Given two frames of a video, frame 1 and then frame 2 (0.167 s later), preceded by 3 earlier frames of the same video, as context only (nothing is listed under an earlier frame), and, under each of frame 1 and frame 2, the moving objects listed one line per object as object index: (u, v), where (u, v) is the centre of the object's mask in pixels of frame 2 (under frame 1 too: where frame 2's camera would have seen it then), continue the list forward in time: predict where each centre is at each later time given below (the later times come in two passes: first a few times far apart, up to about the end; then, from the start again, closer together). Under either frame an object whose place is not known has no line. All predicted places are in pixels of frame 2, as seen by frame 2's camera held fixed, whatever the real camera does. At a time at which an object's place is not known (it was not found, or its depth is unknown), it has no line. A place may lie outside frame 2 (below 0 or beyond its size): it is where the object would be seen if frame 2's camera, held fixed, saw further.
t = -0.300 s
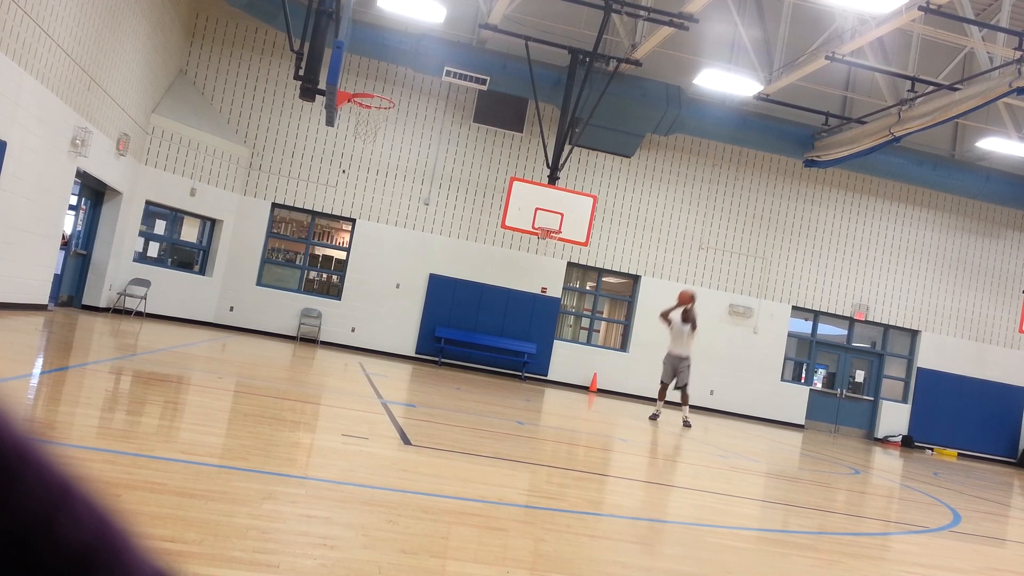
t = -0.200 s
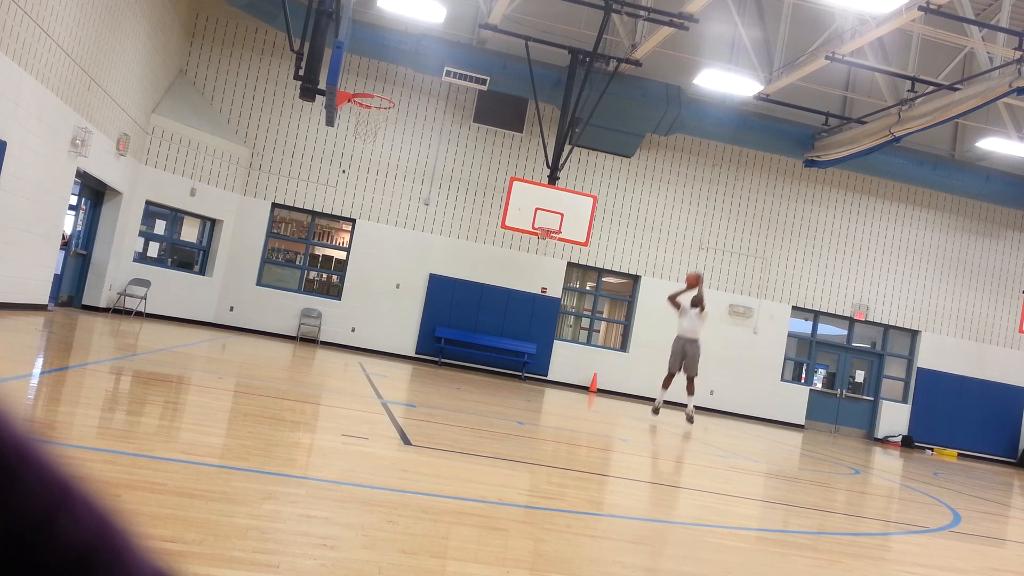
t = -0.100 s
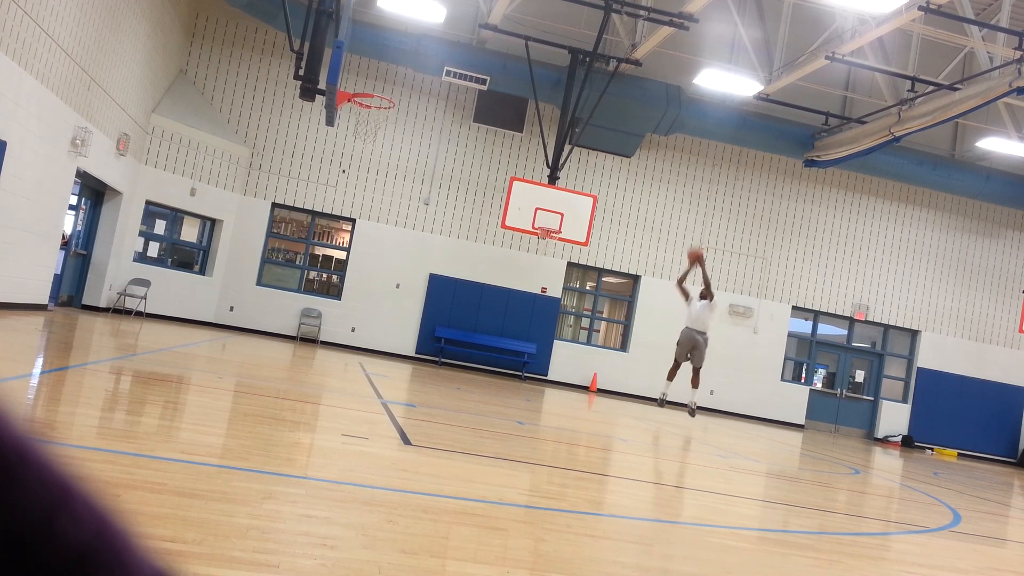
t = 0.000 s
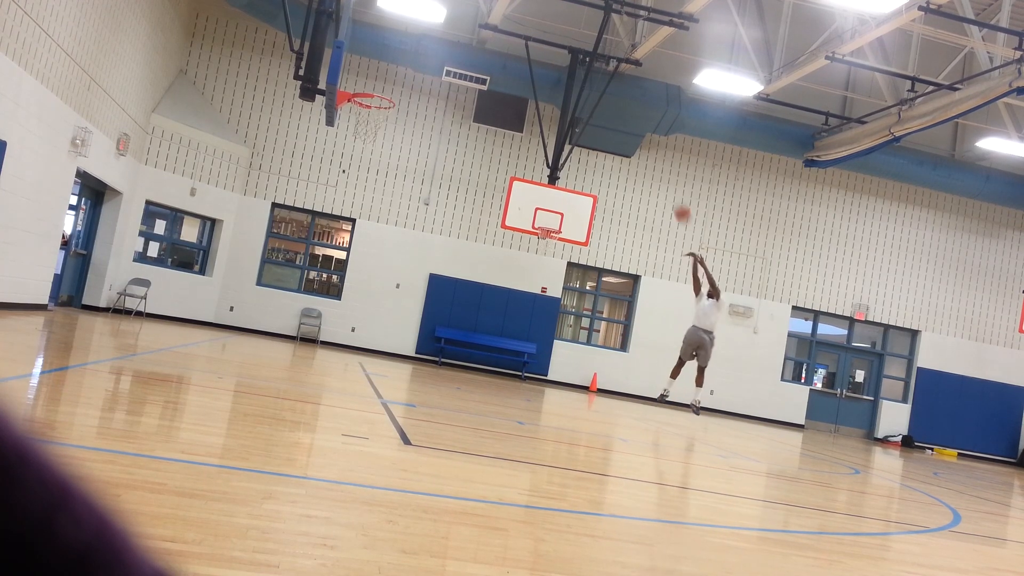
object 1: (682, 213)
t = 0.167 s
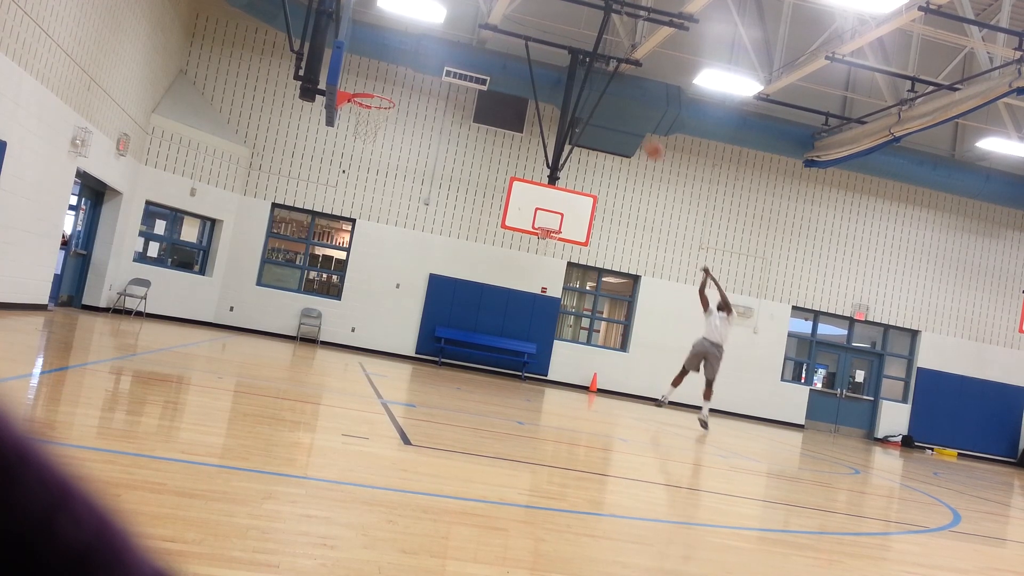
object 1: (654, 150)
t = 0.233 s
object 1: (641, 128)
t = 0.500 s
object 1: (580, 70)
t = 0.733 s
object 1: (512, 58)
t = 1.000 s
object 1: (415, 97)
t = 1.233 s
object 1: (489, 157)
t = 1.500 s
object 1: (593, 275)
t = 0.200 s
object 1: (647, 138)
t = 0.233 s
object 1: (641, 128)
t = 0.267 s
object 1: (634, 119)
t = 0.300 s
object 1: (627, 110)
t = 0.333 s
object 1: (620, 101)
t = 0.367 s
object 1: (613, 94)
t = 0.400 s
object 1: (605, 87)
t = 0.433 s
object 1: (596, 80)
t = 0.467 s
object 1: (589, 75)
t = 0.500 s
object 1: (580, 70)
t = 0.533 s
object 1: (571, 66)
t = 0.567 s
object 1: (563, 63)
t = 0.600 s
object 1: (553, 60)
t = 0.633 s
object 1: (543, 59)
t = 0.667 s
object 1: (533, 58)
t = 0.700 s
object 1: (523, 57)
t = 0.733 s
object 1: (512, 58)
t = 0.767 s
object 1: (502, 58)
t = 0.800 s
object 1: (491, 61)
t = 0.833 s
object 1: (480, 64)
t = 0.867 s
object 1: (468, 67)
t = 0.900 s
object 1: (455, 73)
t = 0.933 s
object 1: (441, 81)
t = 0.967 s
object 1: (427, 90)
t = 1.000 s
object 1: (415, 97)
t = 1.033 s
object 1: (403, 106)
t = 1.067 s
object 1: (416, 113)
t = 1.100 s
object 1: (431, 120)
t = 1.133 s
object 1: (445, 128)
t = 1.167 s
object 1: (460, 136)
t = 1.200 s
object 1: (474, 146)
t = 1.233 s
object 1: (489, 157)
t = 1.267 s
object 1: (502, 167)
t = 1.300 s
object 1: (516, 180)
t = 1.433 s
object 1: (568, 239)
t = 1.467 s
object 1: (580, 259)
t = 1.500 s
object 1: (593, 275)
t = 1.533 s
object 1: (605, 294)
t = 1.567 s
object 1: (616, 312)
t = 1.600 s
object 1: (628, 337)
